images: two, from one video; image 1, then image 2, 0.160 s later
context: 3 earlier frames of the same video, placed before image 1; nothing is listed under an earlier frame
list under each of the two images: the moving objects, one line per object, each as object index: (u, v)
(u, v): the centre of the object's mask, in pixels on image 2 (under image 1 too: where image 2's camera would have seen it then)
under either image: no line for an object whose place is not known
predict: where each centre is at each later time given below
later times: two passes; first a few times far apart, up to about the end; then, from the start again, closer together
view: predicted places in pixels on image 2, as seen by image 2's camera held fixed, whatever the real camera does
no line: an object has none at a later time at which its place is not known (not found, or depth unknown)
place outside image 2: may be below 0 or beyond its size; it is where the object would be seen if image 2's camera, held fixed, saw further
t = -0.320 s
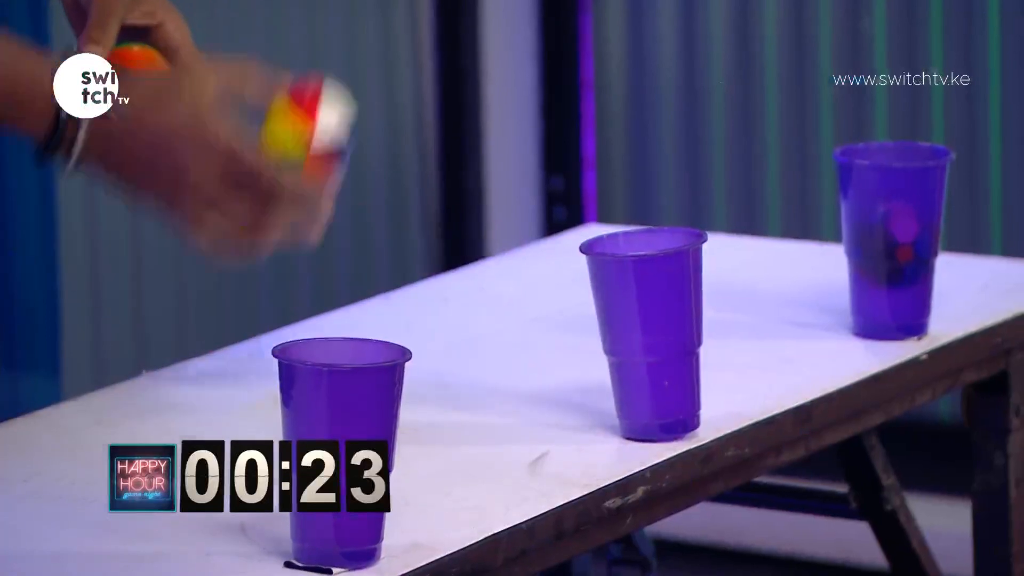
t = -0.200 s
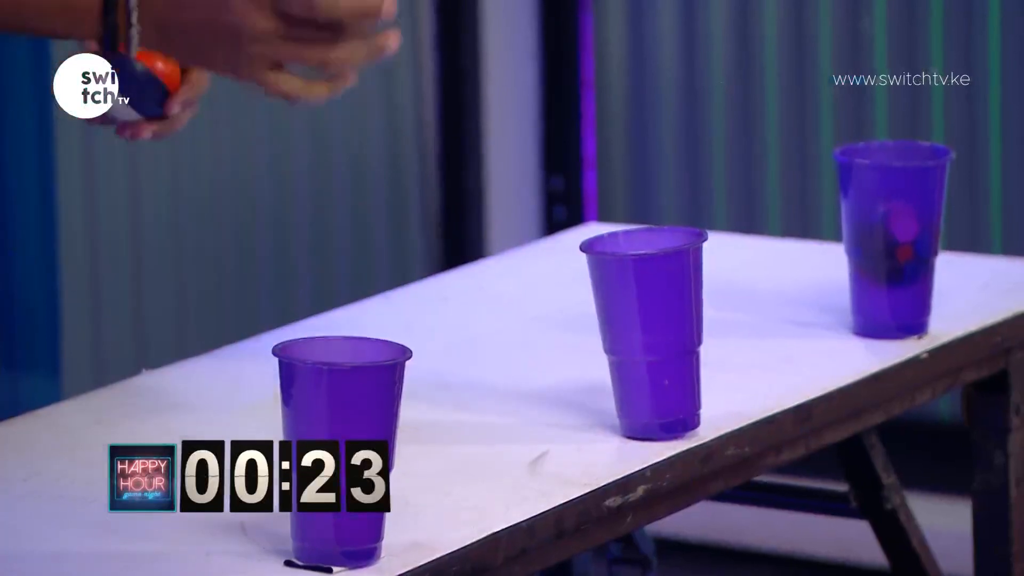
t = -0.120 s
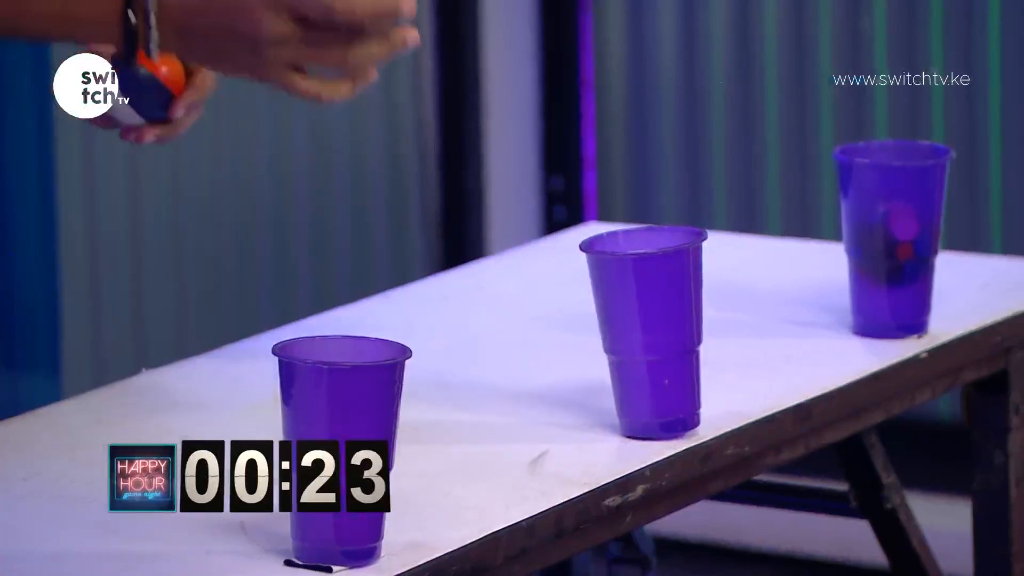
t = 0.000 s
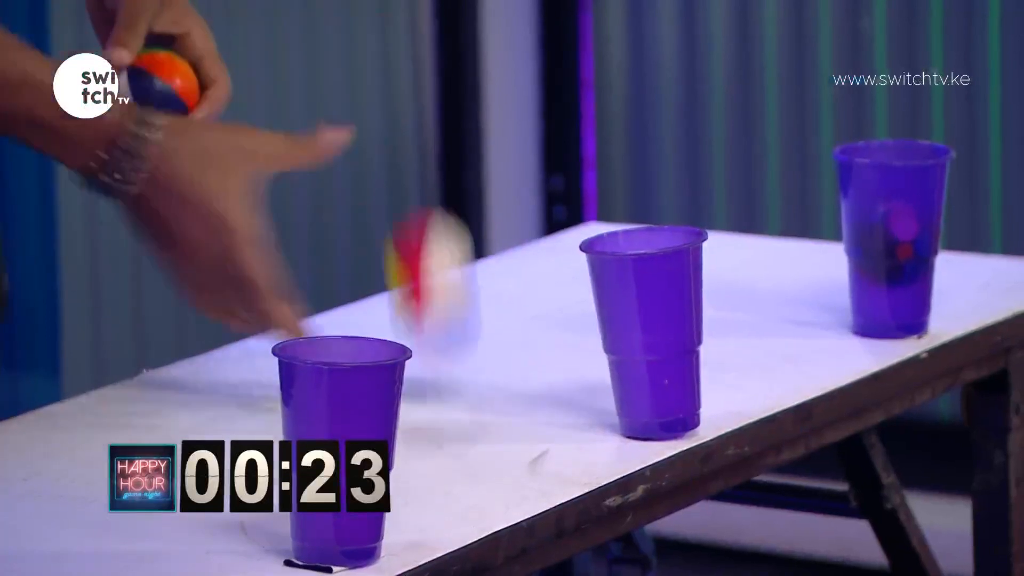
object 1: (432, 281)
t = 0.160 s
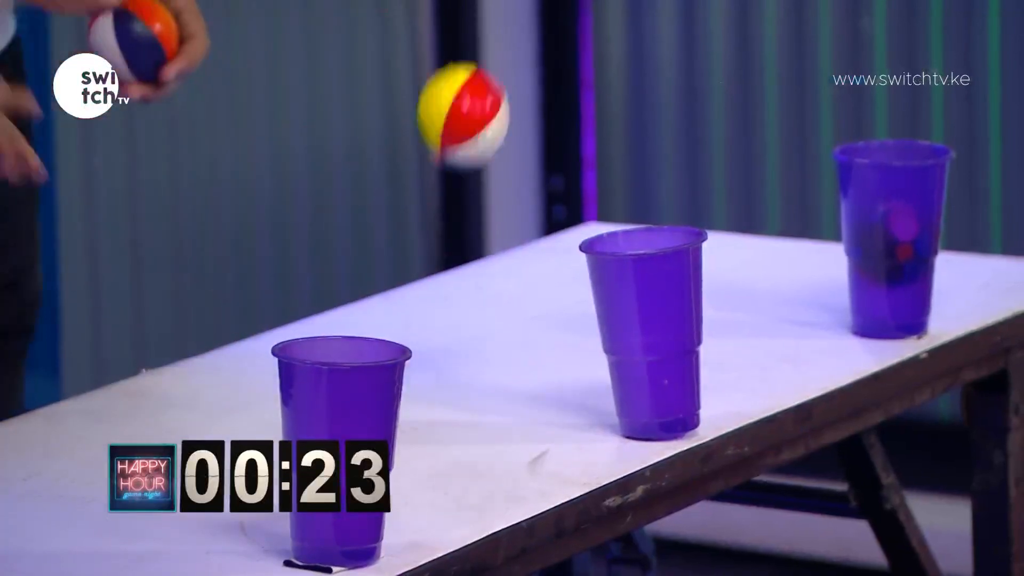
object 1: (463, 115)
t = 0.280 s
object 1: (483, 110)
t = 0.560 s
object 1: (539, 264)
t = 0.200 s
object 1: (470, 91)
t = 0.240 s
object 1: (476, 89)
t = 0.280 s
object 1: (483, 110)
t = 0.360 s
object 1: (502, 219)
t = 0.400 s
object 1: (512, 316)
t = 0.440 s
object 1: (522, 369)
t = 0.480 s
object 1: (529, 304)
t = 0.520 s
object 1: (537, 268)
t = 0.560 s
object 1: (539, 264)
